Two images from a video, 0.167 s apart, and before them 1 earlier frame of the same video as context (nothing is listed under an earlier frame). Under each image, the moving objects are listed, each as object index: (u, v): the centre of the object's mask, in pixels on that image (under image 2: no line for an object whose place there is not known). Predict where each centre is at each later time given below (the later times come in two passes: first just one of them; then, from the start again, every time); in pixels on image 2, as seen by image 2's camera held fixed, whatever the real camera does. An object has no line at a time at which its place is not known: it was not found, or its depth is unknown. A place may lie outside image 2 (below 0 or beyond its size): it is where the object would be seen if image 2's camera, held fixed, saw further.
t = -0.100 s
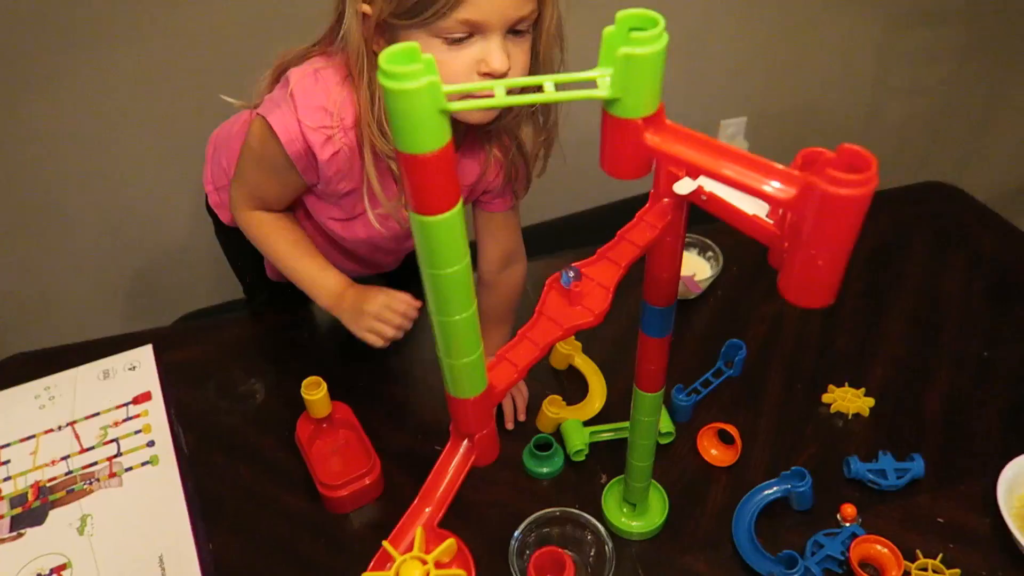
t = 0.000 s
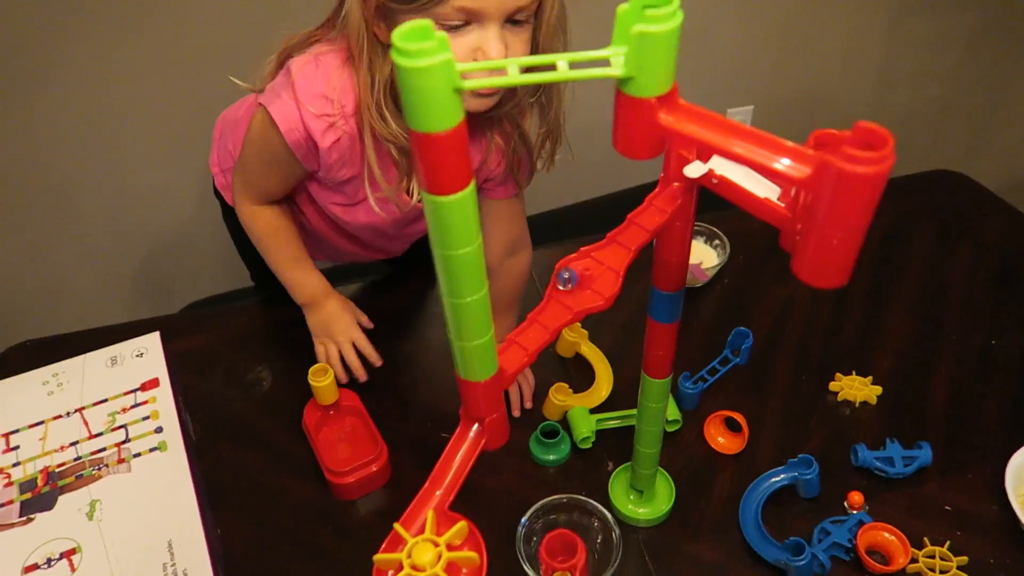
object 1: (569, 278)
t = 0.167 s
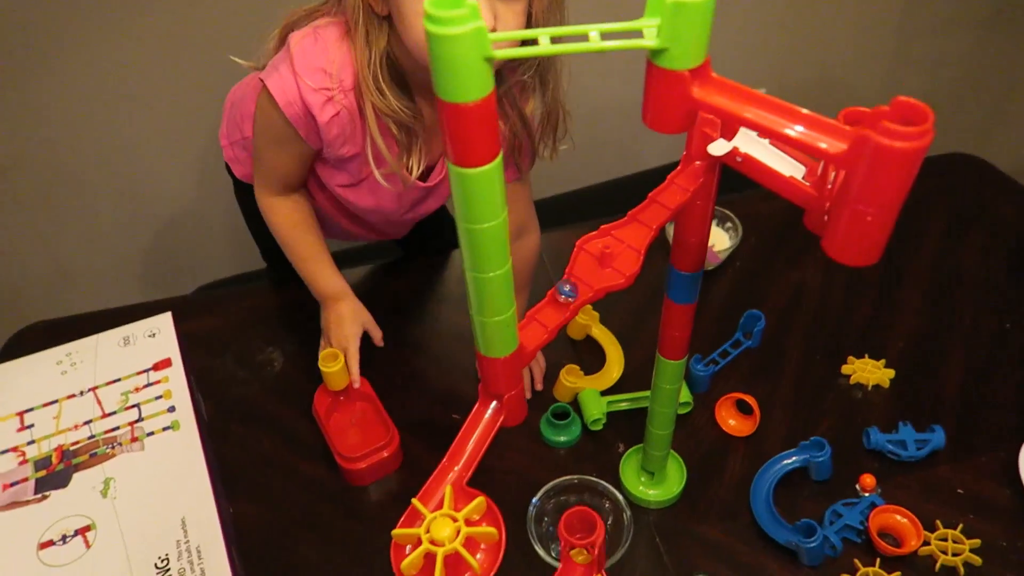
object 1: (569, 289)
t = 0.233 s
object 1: (556, 308)
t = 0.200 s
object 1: (564, 297)
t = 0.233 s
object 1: (556, 308)
